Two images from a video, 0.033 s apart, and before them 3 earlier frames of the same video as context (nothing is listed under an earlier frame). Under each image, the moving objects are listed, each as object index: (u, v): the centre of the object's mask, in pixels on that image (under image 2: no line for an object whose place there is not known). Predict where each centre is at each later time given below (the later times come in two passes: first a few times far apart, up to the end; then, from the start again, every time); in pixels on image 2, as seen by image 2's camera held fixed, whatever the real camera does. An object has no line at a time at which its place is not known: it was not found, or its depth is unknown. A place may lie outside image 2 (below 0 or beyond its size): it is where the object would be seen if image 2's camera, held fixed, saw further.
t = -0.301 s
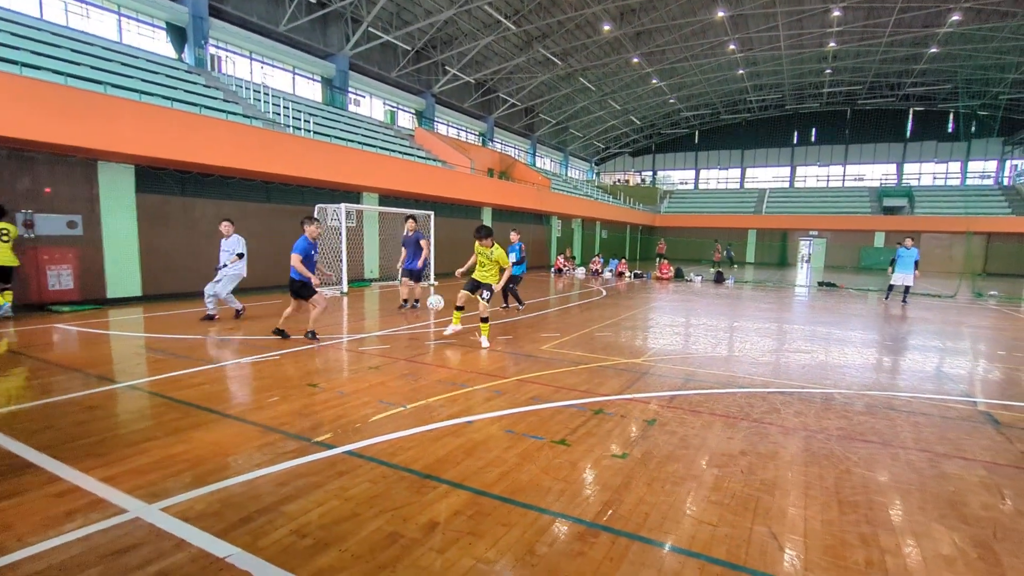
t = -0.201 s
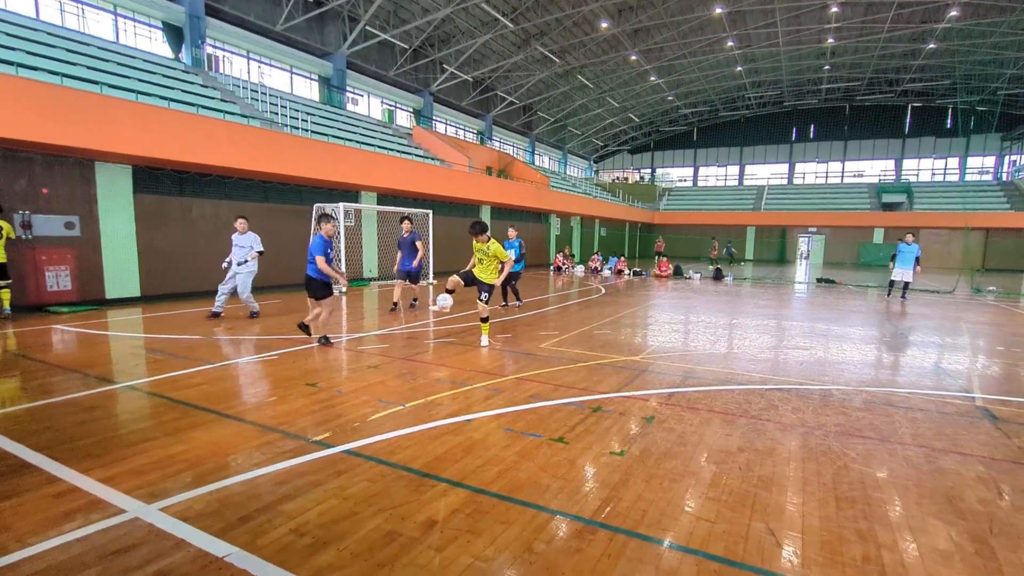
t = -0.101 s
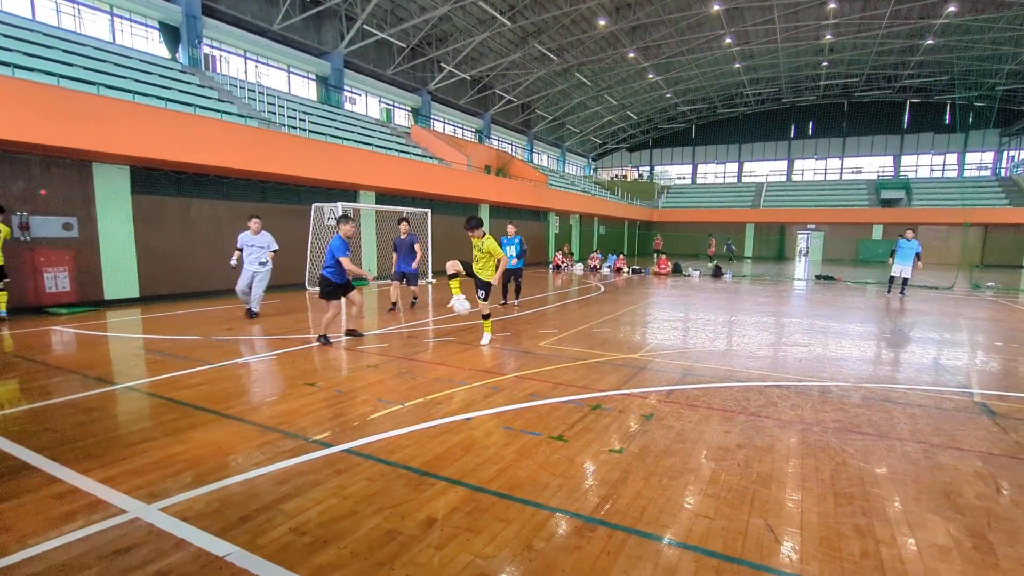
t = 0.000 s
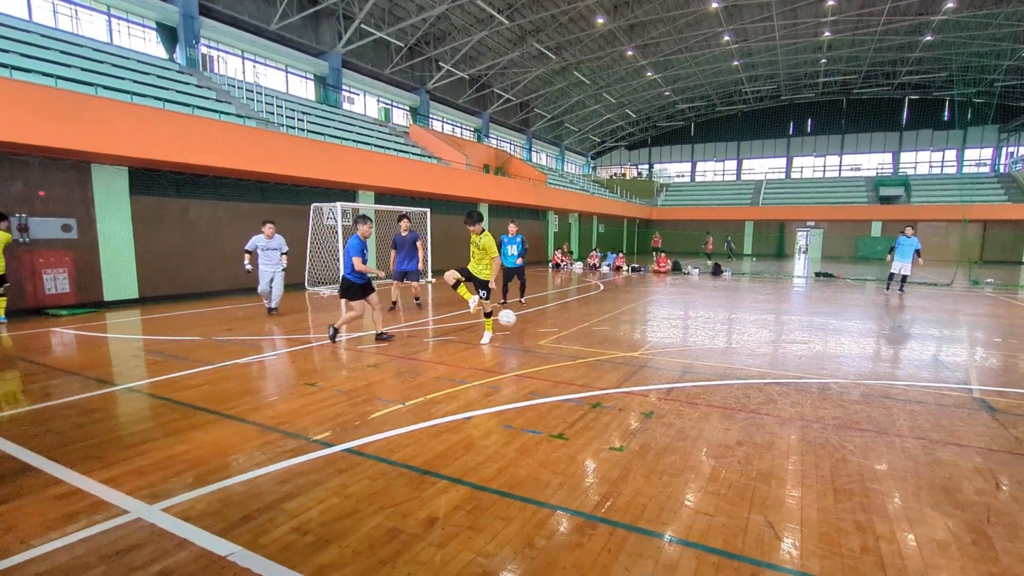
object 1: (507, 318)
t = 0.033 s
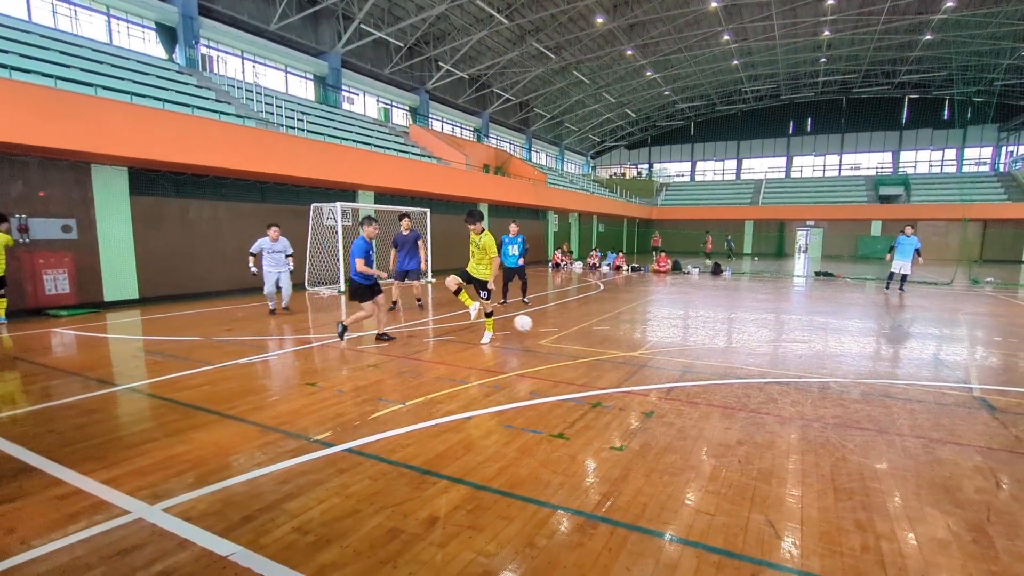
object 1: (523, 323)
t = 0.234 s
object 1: (619, 350)
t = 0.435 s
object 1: (712, 360)
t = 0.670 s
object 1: (836, 381)
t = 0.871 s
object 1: (961, 399)
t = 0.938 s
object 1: (1006, 404)
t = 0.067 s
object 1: (540, 329)
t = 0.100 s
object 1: (557, 338)
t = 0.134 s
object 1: (574, 348)
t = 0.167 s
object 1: (591, 355)
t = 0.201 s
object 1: (605, 352)
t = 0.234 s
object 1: (619, 350)
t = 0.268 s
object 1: (633, 348)
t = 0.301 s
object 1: (649, 349)
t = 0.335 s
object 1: (664, 350)
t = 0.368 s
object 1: (680, 352)
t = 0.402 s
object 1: (696, 356)
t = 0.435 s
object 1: (712, 360)
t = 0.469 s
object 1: (728, 367)
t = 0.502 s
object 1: (745, 373)
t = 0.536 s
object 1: (763, 372)
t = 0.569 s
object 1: (781, 373)
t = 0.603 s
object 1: (798, 373)
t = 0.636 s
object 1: (817, 376)
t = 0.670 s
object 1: (836, 381)
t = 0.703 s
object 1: (854, 386)
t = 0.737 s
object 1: (874, 388)
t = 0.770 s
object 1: (895, 389)
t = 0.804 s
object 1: (916, 393)
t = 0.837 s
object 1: (937, 397)
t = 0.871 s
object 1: (961, 399)
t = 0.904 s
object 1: (984, 402)
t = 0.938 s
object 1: (1006, 404)
